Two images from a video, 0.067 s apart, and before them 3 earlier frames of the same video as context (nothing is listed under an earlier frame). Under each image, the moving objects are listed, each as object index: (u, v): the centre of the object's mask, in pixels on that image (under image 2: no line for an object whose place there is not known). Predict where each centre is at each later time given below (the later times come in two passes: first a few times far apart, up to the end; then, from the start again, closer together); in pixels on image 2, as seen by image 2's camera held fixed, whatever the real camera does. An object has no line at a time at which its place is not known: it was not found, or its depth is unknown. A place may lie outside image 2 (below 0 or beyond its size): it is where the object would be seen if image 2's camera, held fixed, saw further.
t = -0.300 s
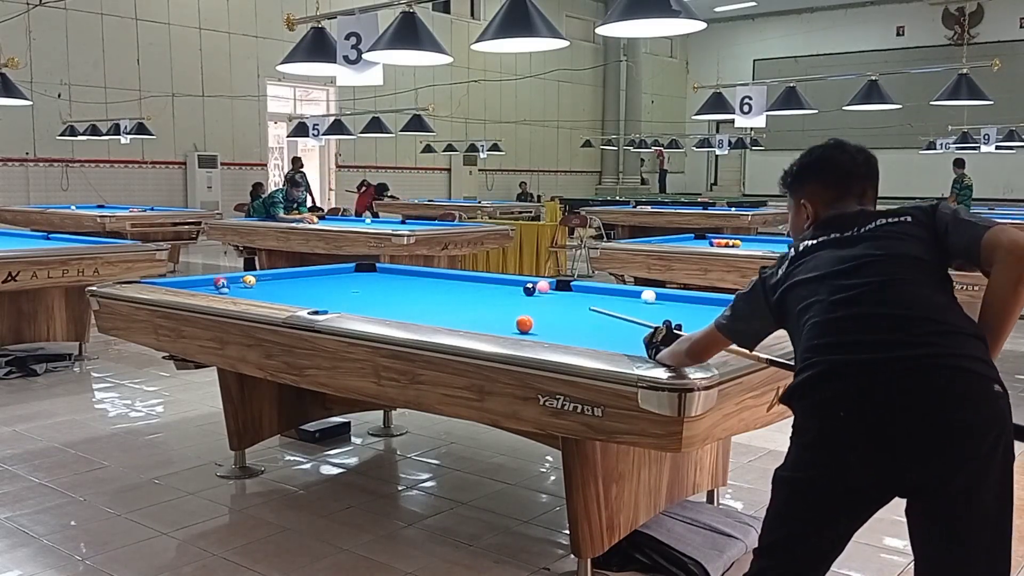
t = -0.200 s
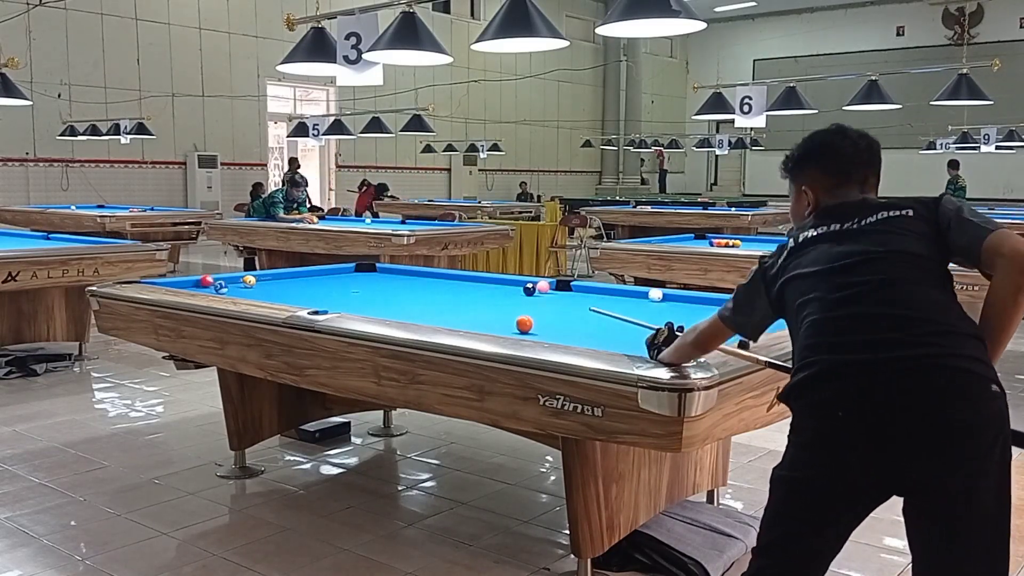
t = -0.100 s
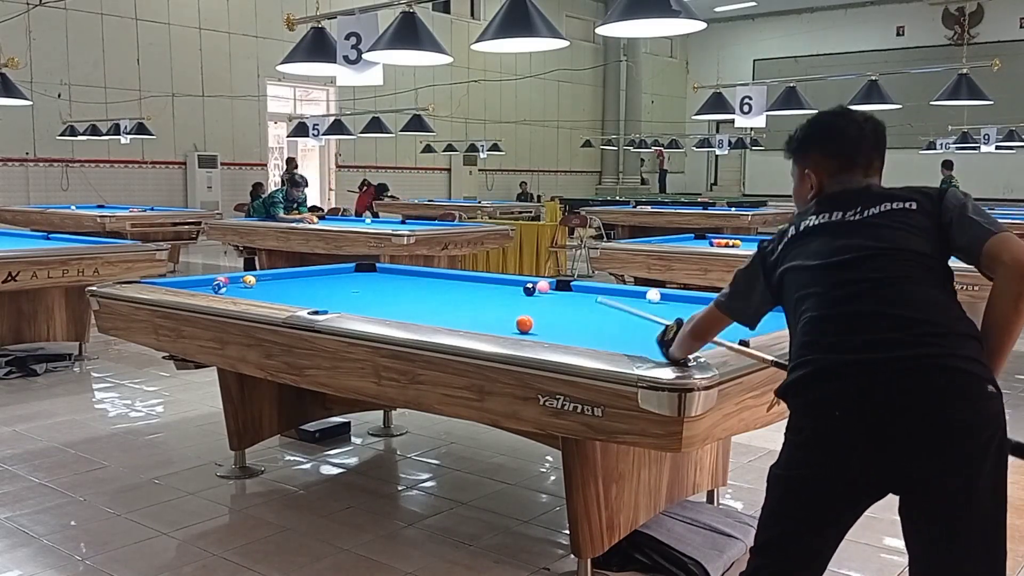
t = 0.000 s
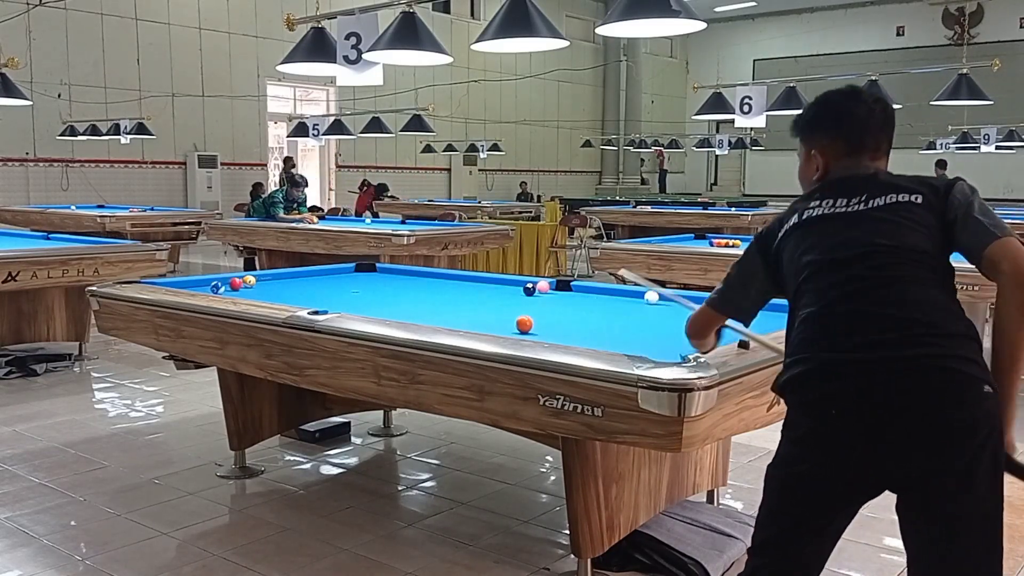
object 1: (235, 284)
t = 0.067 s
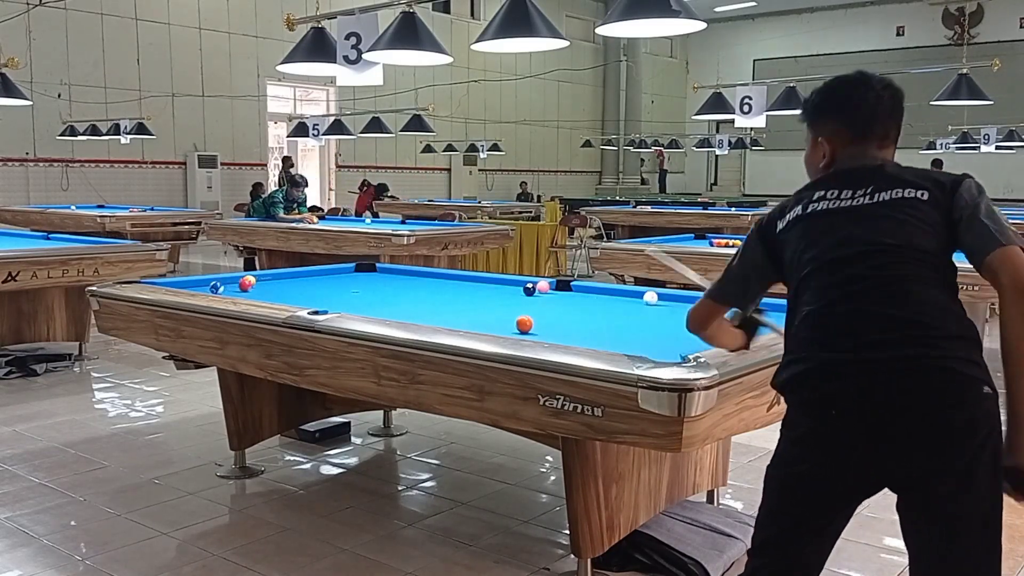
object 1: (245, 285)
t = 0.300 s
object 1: (279, 289)
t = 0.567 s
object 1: (319, 293)
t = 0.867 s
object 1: (366, 297)
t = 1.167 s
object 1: (415, 302)
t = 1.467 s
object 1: (466, 307)
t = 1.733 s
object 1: (512, 311)
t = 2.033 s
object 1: (566, 317)
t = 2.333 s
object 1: (603, 321)
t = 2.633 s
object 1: (618, 323)
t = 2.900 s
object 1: (630, 324)
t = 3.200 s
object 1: (640, 326)
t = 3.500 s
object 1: (649, 327)
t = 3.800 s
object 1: (656, 327)
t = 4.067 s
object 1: (661, 328)
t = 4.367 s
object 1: (664, 329)
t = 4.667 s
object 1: (666, 329)
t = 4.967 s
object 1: (666, 329)
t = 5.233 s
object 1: (666, 329)
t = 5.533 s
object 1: (666, 329)
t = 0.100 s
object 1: (250, 286)
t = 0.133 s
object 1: (255, 286)
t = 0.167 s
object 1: (259, 286)
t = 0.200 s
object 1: (264, 287)
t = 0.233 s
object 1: (269, 288)
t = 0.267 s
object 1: (274, 288)
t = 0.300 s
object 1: (279, 289)
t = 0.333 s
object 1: (284, 289)
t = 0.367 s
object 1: (289, 289)
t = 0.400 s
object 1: (294, 290)
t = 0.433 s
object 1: (298, 291)
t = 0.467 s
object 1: (304, 291)
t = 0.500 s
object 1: (309, 292)
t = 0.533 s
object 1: (314, 292)
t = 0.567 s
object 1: (319, 293)
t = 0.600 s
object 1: (324, 293)
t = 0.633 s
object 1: (329, 294)
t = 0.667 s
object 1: (334, 294)
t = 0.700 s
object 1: (340, 295)
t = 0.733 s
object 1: (345, 295)
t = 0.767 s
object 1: (350, 295)
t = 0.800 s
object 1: (356, 296)
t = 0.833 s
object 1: (361, 297)
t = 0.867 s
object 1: (366, 297)
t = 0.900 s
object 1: (372, 298)
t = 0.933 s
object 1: (377, 298)
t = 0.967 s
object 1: (382, 299)
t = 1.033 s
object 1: (393, 300)
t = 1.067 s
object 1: (398, 301)
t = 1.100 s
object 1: (404, 301)
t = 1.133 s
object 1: (409, 301)
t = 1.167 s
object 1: (415, 302)
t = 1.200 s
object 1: (421, 303)
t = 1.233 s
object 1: (426, 303)
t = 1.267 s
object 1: (431, 304)
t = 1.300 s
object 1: (437, 304)
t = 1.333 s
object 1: (443, 305)
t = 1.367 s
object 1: (449, 305)
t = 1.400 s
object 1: (454, 306)
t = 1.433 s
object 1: (460, 307)
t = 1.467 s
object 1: (466, 307)
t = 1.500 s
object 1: (471, 308)
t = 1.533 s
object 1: (477, 308)
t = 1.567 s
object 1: (483, 309)
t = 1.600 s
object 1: (488, 309)
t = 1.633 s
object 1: (494, 310)
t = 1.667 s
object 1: (500, 310)
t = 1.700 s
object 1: (506, 311)
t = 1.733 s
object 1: (512, 311)
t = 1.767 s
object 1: (518, 311)
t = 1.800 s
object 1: (524, 311)
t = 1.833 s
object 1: (531, 312)
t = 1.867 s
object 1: (536, 314)
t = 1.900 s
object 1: (542, 315)
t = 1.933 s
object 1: (548, 315)
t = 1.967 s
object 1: (554, 316)
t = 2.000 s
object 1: (560, 317)
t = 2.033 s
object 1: (566, 317)
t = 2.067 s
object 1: (572, 318)
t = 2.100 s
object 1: (579, 319)
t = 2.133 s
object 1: (585, 319)
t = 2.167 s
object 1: (591, 320)
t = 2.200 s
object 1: (597, 320)
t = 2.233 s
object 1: (599, 321)
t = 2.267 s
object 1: (600, 321)
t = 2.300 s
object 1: (602, 321)
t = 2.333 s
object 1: (603, 321)
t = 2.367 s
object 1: (605, 321)
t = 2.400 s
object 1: (607, 322)
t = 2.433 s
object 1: (609, 322)
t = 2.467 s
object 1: (610, 322)
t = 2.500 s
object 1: (612, 322)
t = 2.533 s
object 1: (613, 322)
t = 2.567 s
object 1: (615, 322)
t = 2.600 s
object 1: (617, 323)
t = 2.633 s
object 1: (618, 323)
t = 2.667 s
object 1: (620, 323)
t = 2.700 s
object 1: (621, 323)
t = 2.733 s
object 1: (623, 323)
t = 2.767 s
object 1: (624, 324)
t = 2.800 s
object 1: (626, 324)
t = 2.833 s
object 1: (627, 324)
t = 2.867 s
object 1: (628, 324)
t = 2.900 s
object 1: (630, 324)
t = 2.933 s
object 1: (631, 324)
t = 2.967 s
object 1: (632, 324)
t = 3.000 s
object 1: (633, 325)
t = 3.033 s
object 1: (635, 325)
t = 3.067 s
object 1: (636, 325)
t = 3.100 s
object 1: (637, 325)
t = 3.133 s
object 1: (638, 325)
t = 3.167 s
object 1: (639, 325)
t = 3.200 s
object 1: (640, 326)
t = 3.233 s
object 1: (641, 326)
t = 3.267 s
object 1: (642, 326)
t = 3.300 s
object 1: (643, 326)
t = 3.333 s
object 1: (644, 326)
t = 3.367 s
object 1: (645, 326)
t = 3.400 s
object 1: (646, 327)
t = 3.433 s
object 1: (647, 327)
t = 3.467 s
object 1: (648, 327)
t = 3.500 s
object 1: (649, 327)
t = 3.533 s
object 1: (650, 327)
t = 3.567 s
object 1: (651, 327)
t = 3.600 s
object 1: (652, 327)
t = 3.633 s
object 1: (652, 327)
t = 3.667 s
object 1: (653, 327)
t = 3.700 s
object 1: (654, 327)
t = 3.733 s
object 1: (655, 328)
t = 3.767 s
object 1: (655, 327)
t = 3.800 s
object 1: (656, 327)
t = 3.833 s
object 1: (656, 326)
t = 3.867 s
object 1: (657, 326)
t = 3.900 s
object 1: (658, 326)
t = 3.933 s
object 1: (659, 326)
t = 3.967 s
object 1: (660, 326)
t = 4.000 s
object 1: (661, 327)
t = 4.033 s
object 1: (661, 327)
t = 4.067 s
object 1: (661, 328)
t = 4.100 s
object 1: (662, 328)
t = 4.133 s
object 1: (662, 328)
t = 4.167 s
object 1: (662, 328)
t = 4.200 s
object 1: (663, 328)
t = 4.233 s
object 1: (663, 328)
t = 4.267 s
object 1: (663, 329)
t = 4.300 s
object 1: (664, 329)
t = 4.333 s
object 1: (664, 329)
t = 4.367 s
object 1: (664, 329)
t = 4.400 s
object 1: (665, 329)
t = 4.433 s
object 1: (665, 329)
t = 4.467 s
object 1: (665, 329)
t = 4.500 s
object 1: (665, 329)
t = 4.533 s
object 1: (665, 329)
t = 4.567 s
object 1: (665, 329)
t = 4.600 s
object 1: (666, 329)
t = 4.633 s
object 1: (666, 329)
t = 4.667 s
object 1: (666, 329)
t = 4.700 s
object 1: (666, 329)
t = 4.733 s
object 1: (666, 329)
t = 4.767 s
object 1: (666, 329)
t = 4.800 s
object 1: (666, 329)
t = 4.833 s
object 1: (666, 329)
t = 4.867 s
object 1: (666, 329)
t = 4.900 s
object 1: (666, 329)
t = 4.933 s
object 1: (666, 329)
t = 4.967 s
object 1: (666, 329)
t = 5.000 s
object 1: (666, 329)
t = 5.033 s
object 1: (666, 329)
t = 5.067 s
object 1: (666, 329)
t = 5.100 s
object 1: (666, 329)
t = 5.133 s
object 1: (666, 329)
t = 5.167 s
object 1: (666, 329)
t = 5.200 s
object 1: (665, 329)
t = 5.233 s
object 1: (666, 329)
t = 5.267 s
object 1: (666, 329)
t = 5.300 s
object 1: (666, 329)
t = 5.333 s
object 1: (666, 329)
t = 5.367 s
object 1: (666, 329)
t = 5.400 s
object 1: (666, 329)
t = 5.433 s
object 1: (666, 329)
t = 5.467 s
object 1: (666, 329)
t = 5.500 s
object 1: (666, 329)
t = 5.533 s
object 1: (666, 329)
